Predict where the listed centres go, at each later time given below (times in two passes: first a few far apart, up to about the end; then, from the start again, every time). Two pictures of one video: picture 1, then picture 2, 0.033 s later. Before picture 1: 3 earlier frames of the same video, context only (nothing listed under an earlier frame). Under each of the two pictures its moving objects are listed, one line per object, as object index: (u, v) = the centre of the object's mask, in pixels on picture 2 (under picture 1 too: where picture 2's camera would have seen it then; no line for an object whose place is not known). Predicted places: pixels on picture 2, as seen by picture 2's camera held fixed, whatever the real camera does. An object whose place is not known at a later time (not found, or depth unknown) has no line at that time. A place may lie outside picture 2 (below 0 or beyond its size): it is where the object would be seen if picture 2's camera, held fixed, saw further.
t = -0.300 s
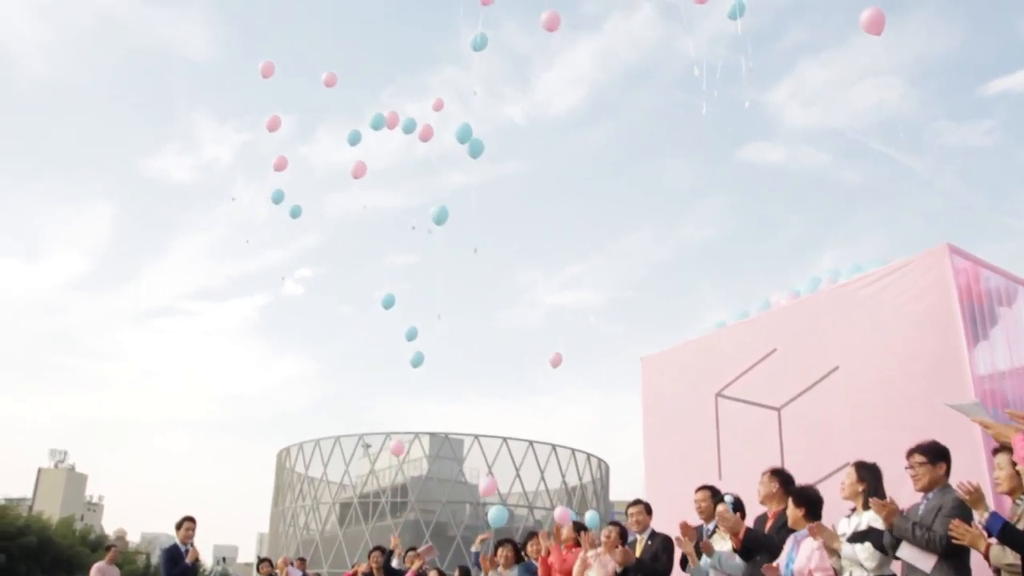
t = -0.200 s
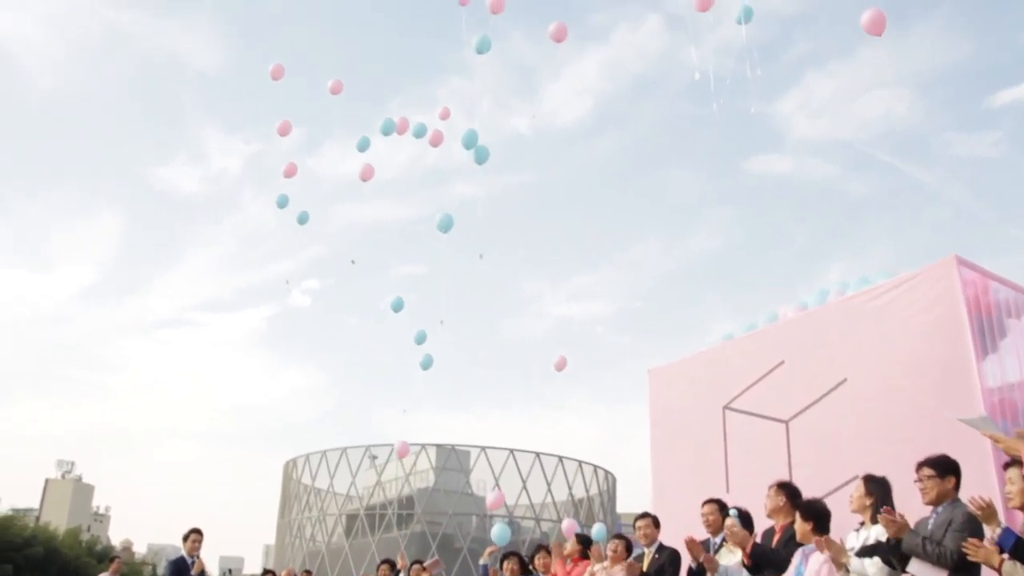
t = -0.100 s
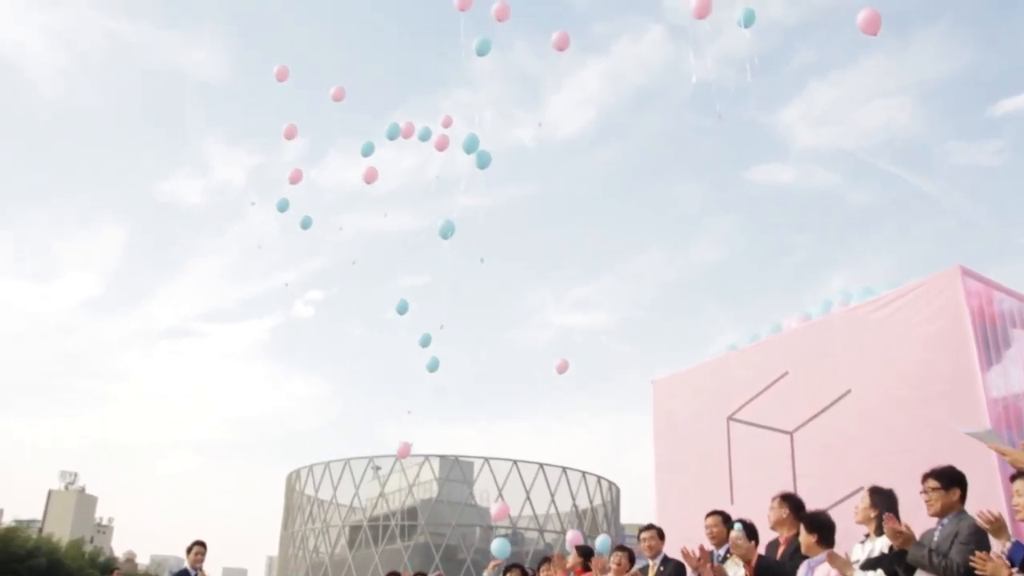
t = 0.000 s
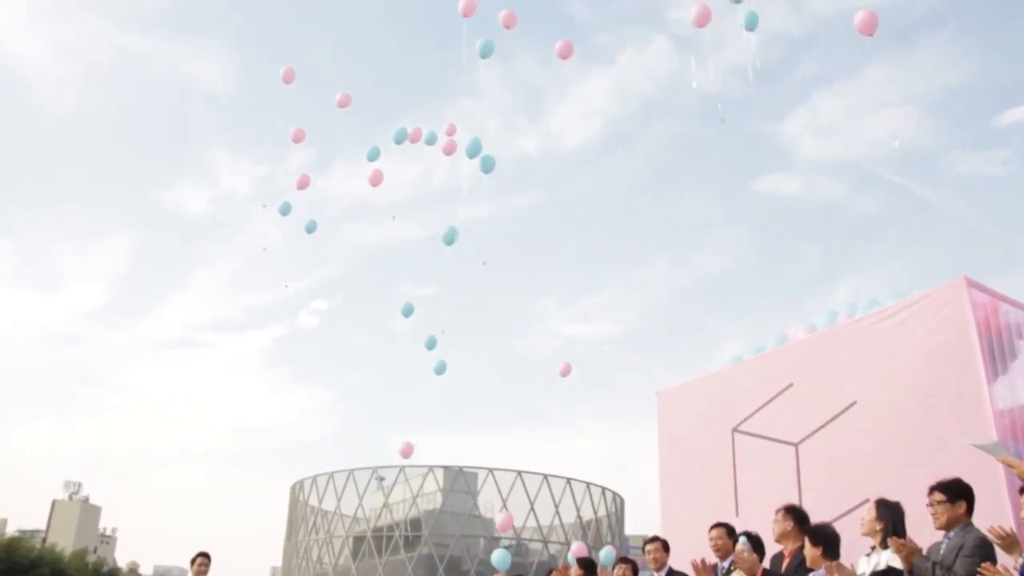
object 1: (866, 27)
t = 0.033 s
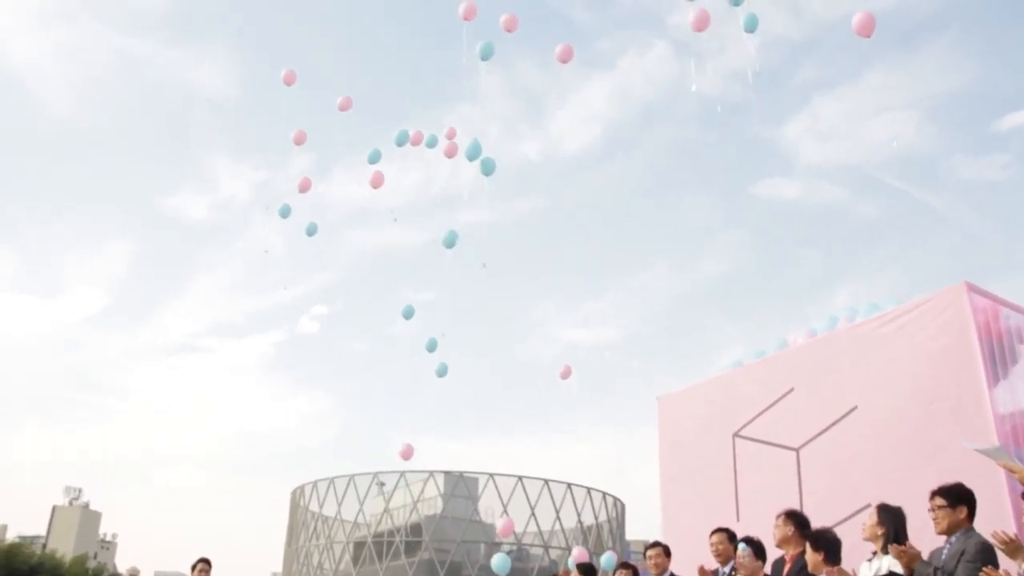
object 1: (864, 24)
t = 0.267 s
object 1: (847, 4)
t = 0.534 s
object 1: (836, -15)
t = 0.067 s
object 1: (861, 21)
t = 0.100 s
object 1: (858, 18)
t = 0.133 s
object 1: (856, 15)
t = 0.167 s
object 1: (853, 13)
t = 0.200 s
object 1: (851, 9)
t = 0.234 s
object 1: (849, 6)
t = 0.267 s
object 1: (847, 4)
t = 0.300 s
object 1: (845, 1)
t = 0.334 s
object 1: (844, -2)
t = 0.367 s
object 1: (842, -4)
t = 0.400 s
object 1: (841, -7)
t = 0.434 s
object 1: (839, -9)
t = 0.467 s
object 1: (838, -11)
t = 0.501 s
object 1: (837, -13)
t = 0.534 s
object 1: (836, -15)
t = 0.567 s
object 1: (835, -16)
